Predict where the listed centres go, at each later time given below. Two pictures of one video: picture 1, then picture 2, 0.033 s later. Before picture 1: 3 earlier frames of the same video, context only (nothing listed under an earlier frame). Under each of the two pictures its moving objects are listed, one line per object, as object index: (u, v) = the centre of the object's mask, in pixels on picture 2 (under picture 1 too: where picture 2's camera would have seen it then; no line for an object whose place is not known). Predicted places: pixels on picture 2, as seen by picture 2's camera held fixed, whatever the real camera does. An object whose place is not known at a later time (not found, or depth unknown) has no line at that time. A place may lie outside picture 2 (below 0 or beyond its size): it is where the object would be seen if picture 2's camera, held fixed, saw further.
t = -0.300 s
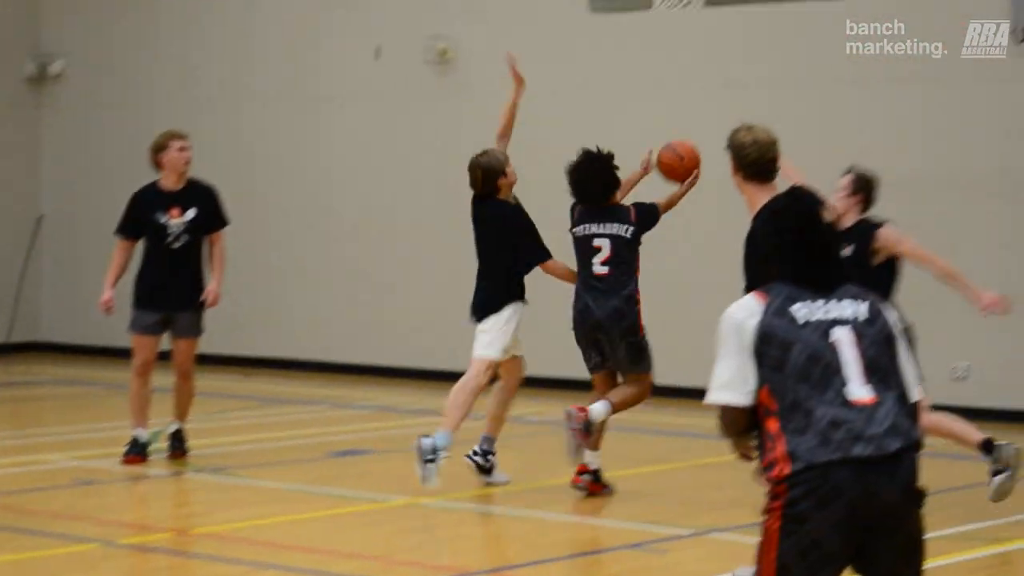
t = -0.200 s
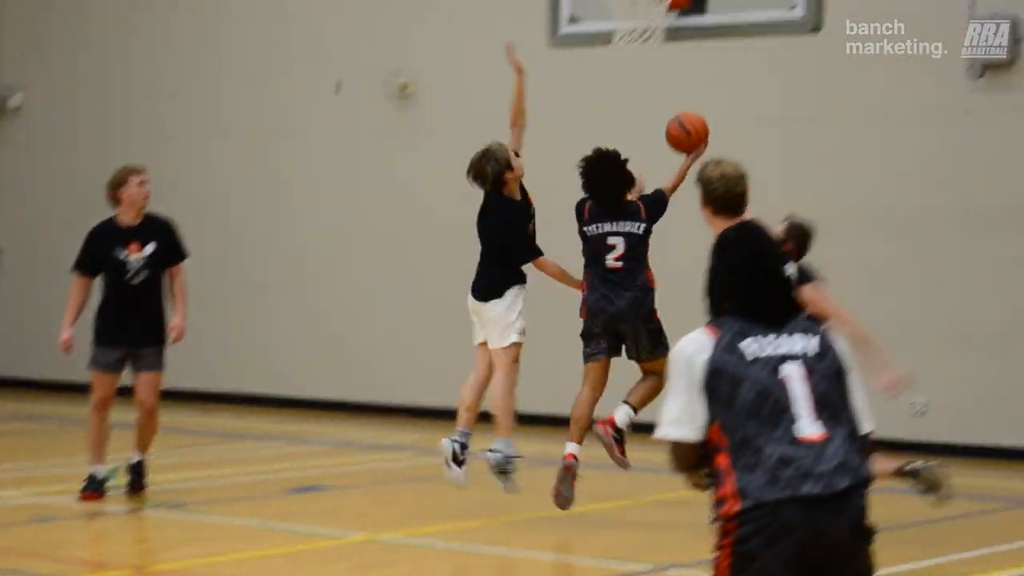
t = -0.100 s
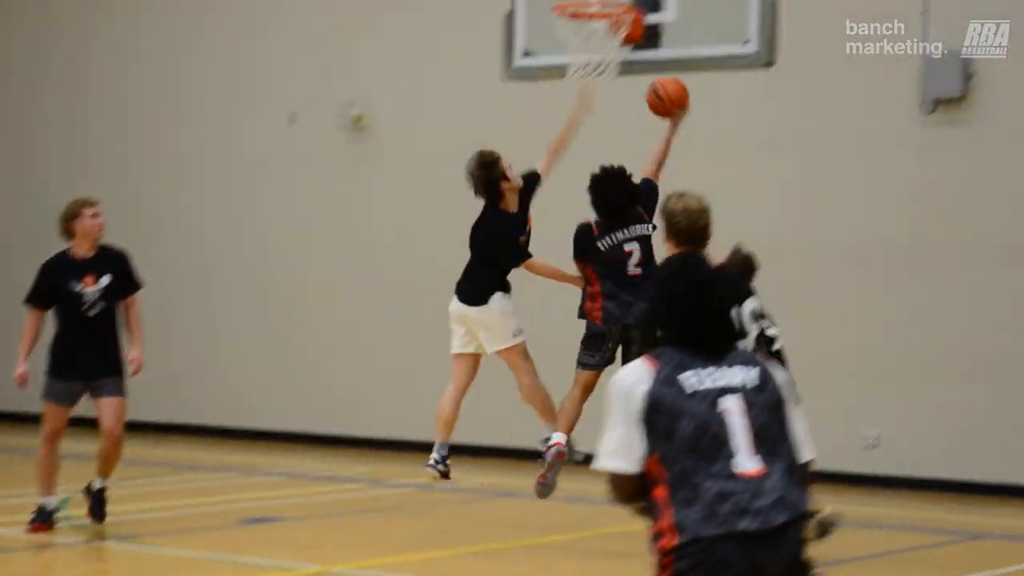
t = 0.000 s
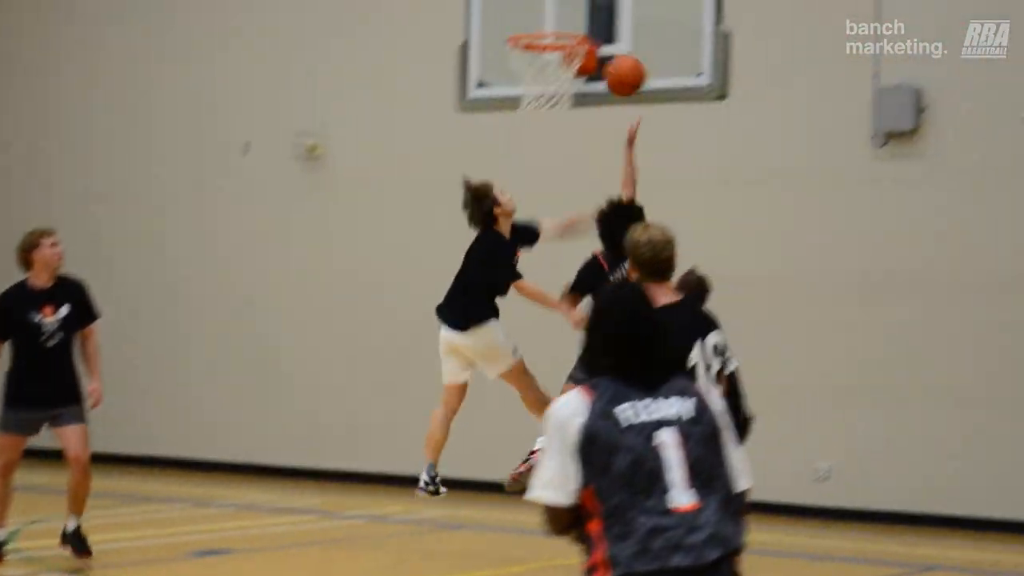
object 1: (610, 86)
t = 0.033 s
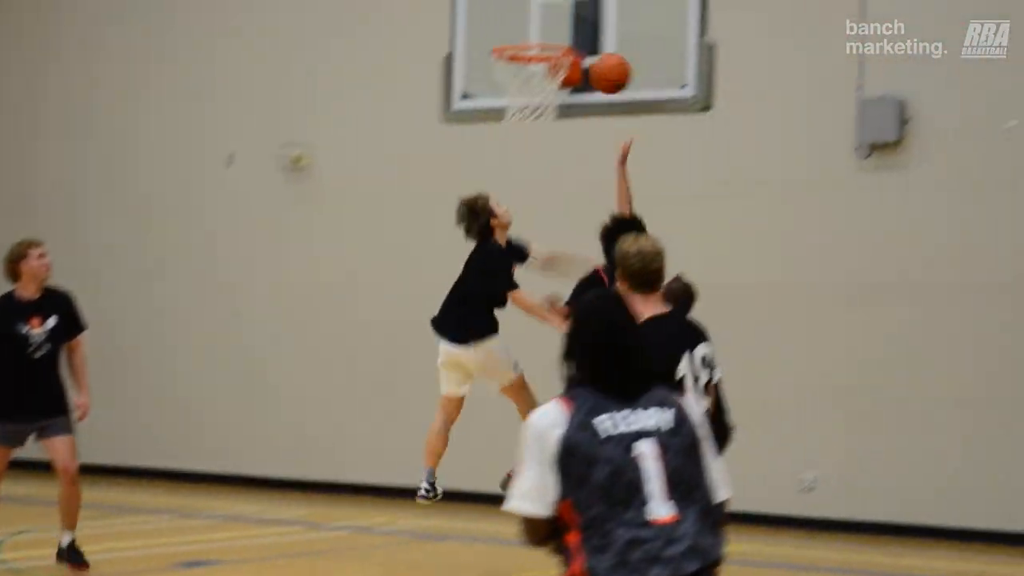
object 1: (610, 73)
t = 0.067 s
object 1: (609, 62)
